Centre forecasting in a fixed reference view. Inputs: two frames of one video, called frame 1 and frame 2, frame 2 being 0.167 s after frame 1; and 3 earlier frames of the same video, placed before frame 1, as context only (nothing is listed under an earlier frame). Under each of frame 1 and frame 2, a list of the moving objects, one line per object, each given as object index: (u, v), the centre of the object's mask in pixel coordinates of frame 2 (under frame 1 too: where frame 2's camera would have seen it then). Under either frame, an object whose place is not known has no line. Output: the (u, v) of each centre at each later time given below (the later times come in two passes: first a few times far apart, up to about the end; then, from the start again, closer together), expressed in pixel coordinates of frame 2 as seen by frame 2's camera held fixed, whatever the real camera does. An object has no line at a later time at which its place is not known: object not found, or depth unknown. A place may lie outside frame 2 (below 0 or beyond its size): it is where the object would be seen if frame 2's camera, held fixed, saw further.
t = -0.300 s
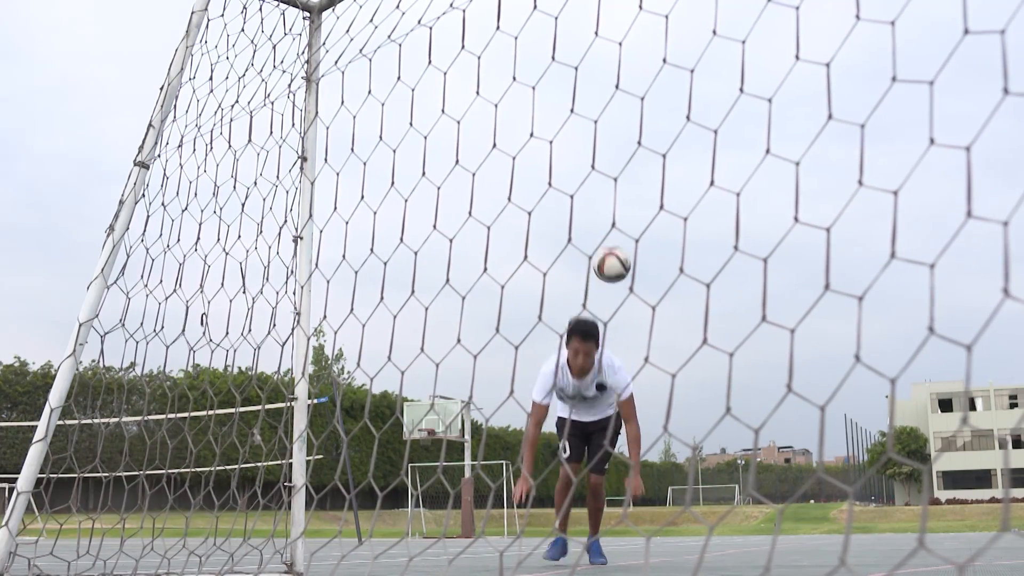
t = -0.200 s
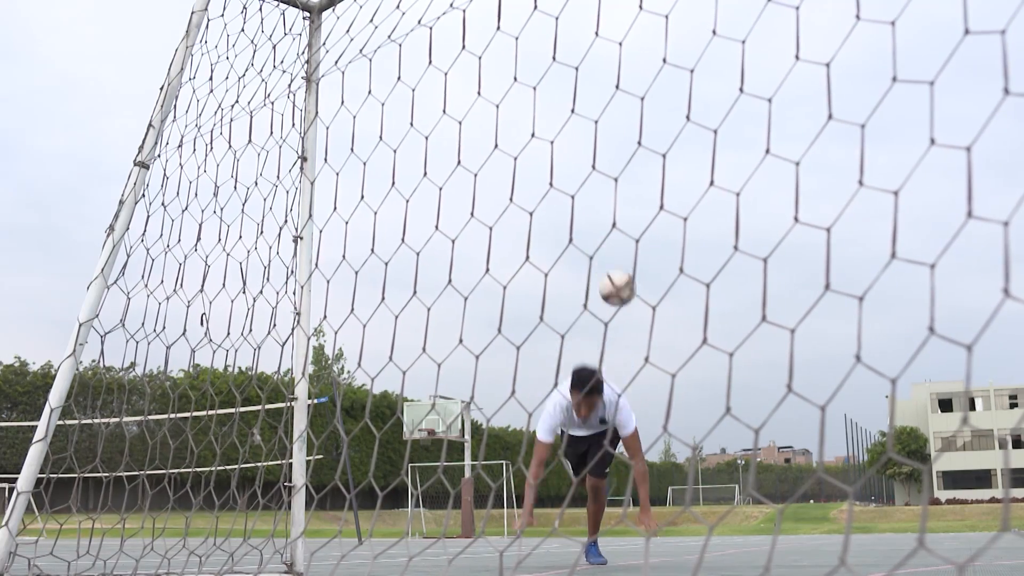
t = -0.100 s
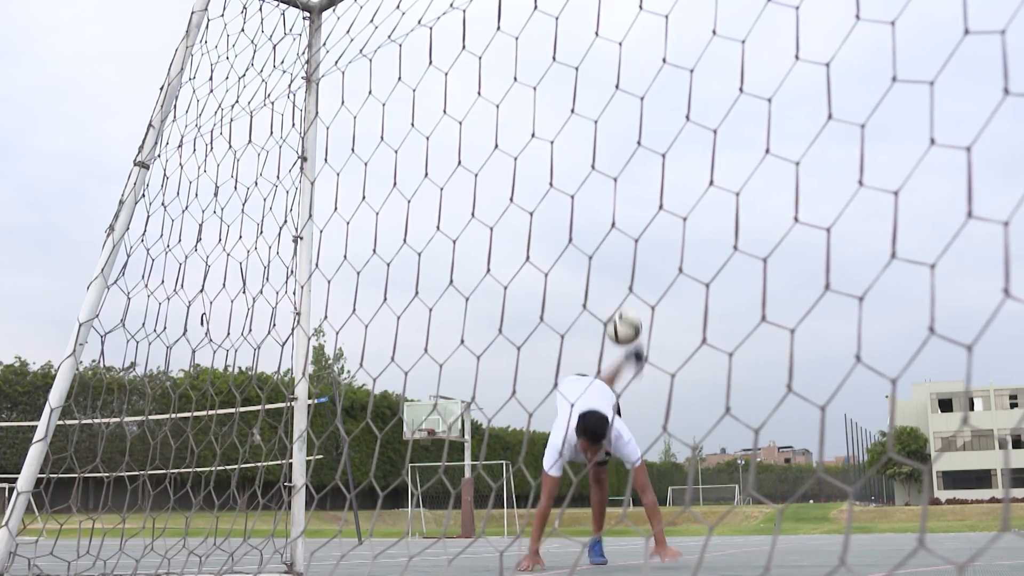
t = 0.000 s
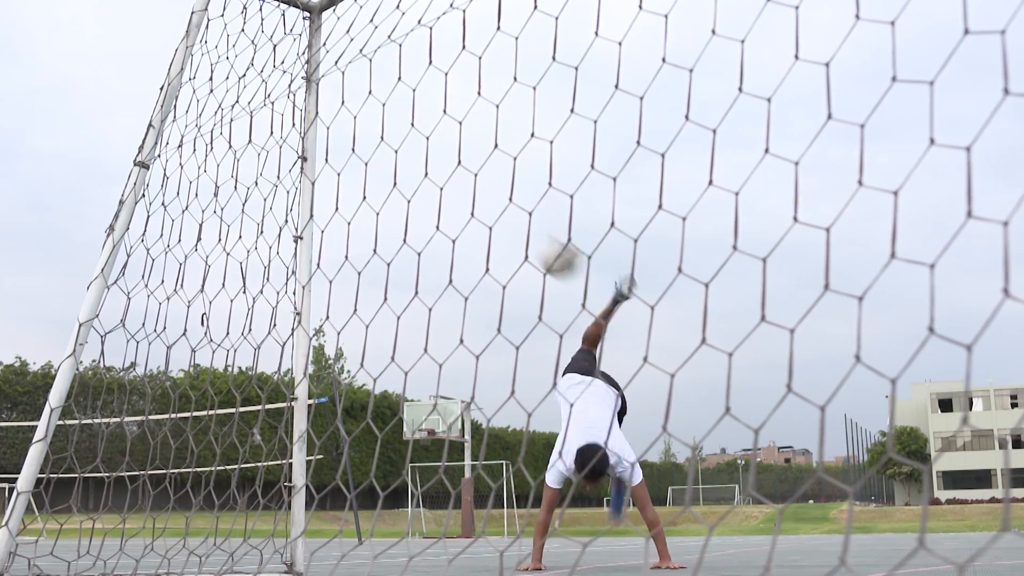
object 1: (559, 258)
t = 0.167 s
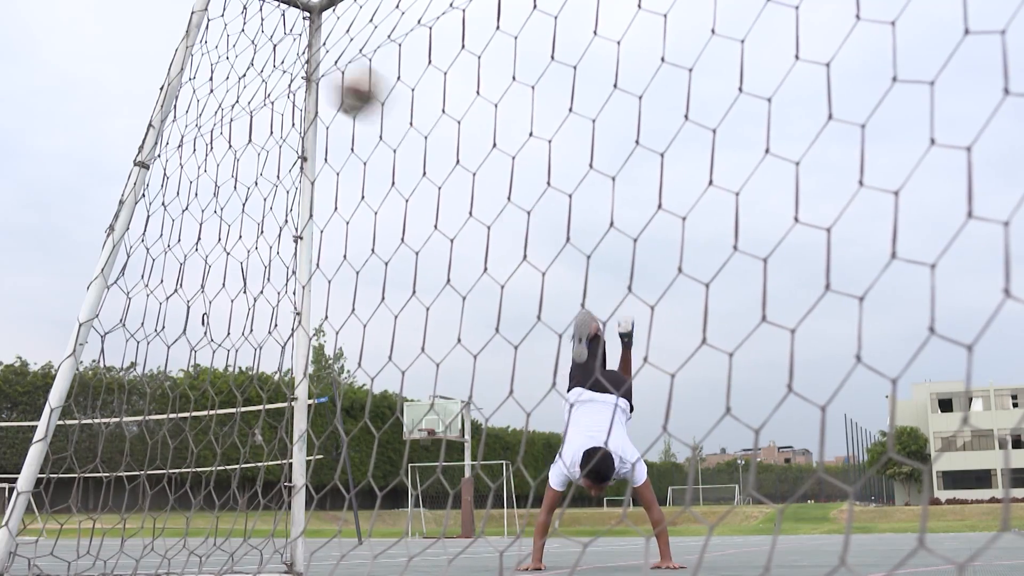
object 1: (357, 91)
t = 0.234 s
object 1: (228, 17)
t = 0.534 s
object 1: (221, 199)
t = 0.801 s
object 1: (375, 365)
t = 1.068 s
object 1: (506, 106)
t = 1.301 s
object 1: (608, 105)
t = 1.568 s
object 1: (723, 328)
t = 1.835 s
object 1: (823, 426)
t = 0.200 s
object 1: (299, 53)
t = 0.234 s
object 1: (228, 17)
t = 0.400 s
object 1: (171, 18)
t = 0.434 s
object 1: (179, 42)
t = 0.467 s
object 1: (193, 87)
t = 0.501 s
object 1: (205, 140)
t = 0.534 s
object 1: (221, 199)
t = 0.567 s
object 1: (238, 266)
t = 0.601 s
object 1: (255, 347)
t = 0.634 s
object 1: (277, 422)
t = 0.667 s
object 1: (301, 518)
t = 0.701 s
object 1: (321, 540)
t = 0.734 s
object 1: (344, 480)
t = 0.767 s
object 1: (354, 417)
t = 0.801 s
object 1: (375, 365)
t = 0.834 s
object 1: (393, 312)
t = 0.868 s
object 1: (412, 268)
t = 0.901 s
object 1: (428, 226)
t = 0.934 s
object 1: (445, 195)
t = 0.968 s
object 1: (460, 167)
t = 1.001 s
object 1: (475, 143)
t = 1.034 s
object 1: (491, 122)
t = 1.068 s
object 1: (506, 106)
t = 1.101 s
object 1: (521, 96)
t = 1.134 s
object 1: (535, 88)
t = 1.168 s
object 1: (550, 83)
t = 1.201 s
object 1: (564, 83)
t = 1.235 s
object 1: (579, 87)
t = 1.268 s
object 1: (593, 94)
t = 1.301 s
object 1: (608, 105)
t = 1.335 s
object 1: (622, 120)
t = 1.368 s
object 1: (636, 138)
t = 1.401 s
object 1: (651, 161)
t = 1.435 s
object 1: (665, 186)
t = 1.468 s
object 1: (680, 216)
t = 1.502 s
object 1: (693, 248)
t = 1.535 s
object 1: (709, 287)
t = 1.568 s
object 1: (723, 328)
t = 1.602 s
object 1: (738, 377)
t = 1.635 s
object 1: (753, 424)
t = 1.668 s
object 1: (768, 480)
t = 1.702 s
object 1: (782, 535)
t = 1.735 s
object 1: (796, 538)
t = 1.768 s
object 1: (806, 497)
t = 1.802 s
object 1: (813, 462)
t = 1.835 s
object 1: (823, 426)
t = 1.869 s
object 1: (833, 395)
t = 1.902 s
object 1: (843, 369)
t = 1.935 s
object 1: (852, 347)
